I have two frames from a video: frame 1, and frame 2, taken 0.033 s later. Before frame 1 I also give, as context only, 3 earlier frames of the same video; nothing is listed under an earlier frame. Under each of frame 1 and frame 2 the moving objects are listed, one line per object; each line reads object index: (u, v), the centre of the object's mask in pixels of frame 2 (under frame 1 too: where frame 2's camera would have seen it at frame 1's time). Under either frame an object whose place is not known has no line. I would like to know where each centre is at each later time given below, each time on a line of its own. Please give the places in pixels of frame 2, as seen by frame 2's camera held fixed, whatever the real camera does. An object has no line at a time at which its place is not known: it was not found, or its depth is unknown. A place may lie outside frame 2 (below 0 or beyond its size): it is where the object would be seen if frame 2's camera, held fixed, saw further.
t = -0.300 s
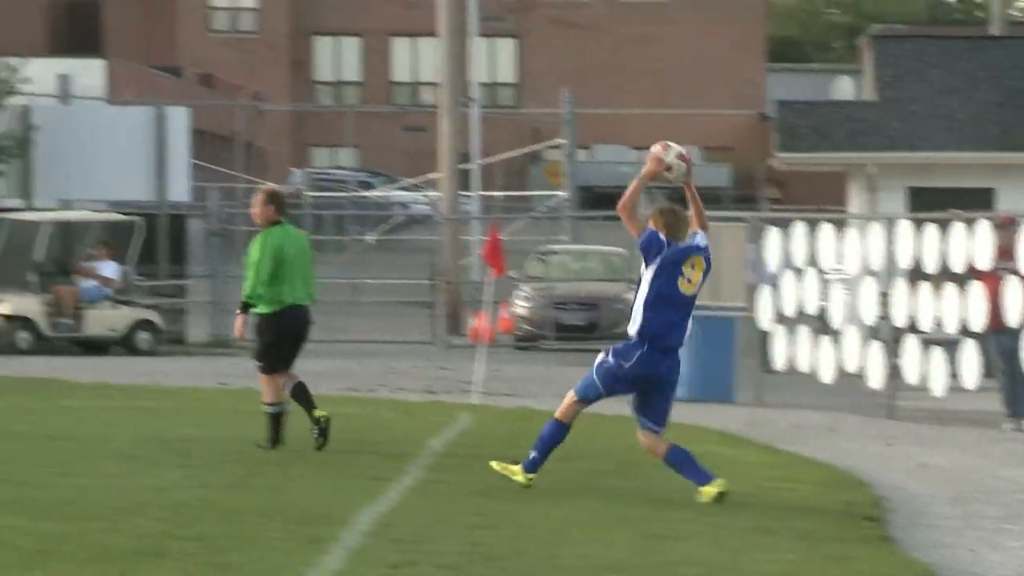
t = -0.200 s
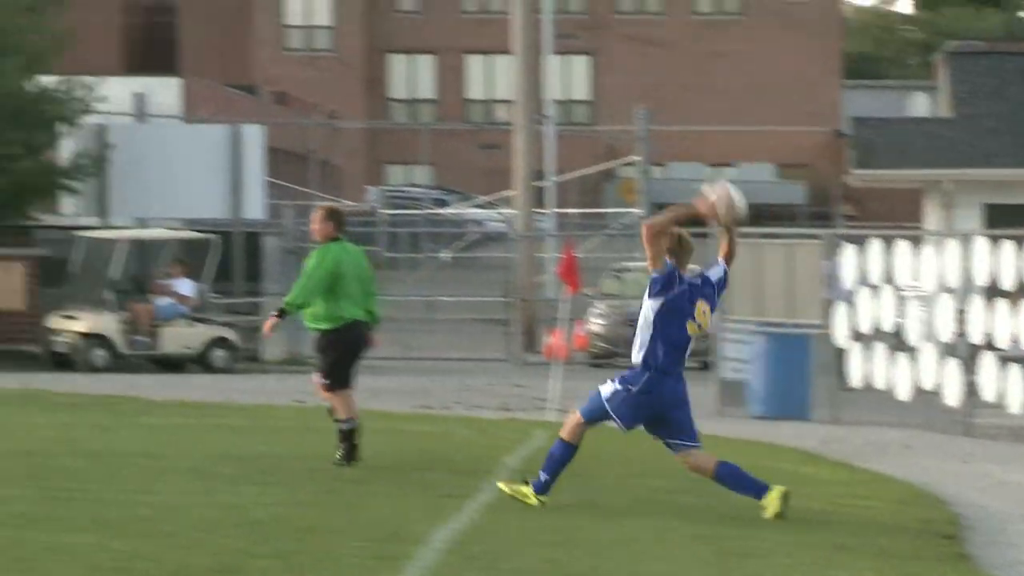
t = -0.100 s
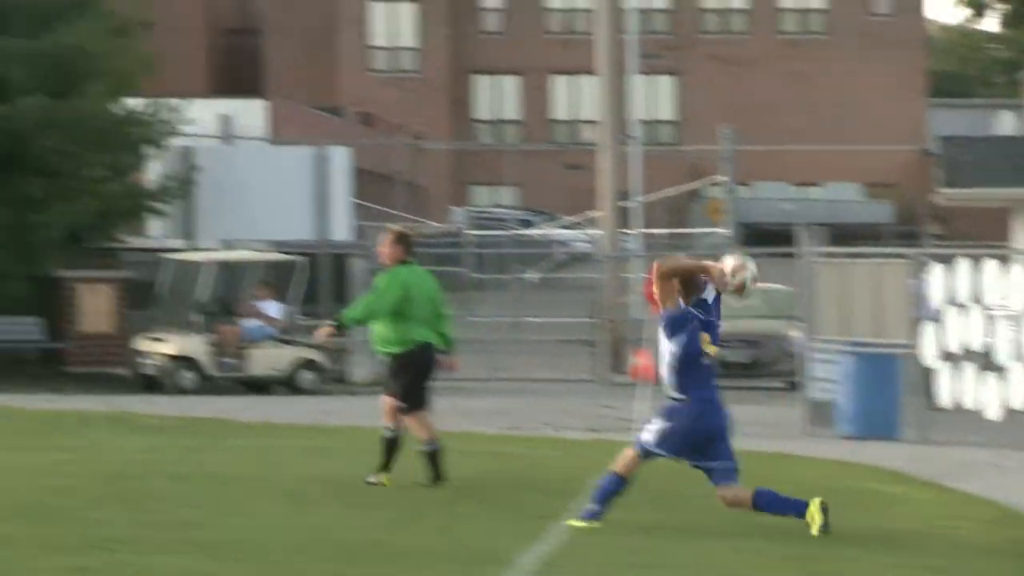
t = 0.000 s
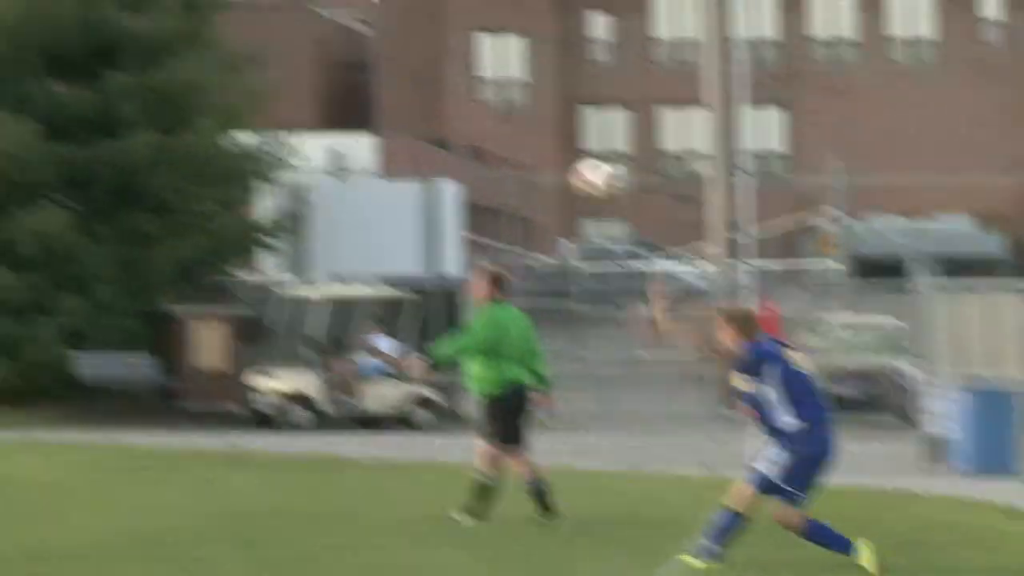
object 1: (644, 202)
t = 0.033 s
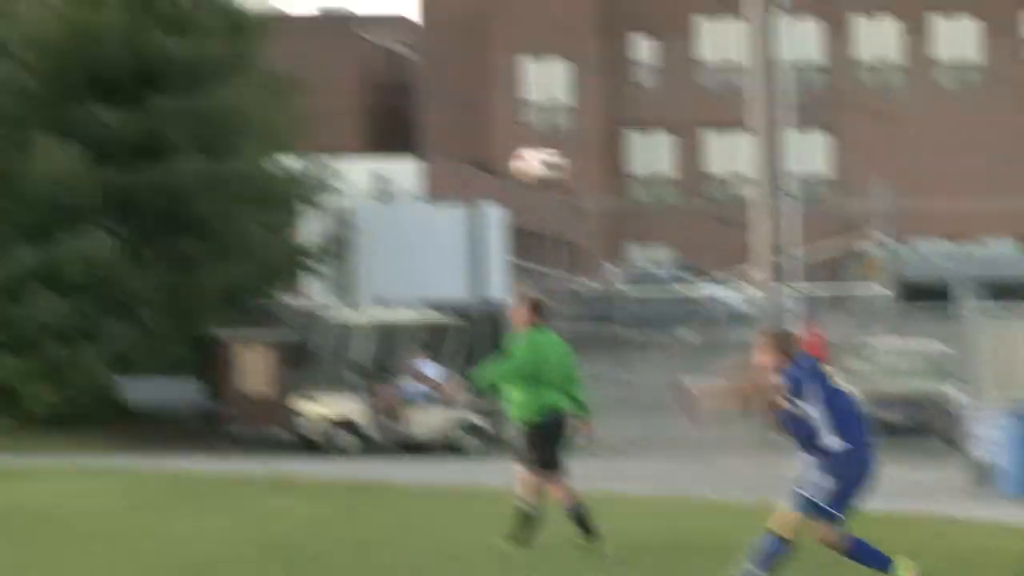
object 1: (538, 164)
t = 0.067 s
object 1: (431, 131)
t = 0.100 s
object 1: (328, 97)
